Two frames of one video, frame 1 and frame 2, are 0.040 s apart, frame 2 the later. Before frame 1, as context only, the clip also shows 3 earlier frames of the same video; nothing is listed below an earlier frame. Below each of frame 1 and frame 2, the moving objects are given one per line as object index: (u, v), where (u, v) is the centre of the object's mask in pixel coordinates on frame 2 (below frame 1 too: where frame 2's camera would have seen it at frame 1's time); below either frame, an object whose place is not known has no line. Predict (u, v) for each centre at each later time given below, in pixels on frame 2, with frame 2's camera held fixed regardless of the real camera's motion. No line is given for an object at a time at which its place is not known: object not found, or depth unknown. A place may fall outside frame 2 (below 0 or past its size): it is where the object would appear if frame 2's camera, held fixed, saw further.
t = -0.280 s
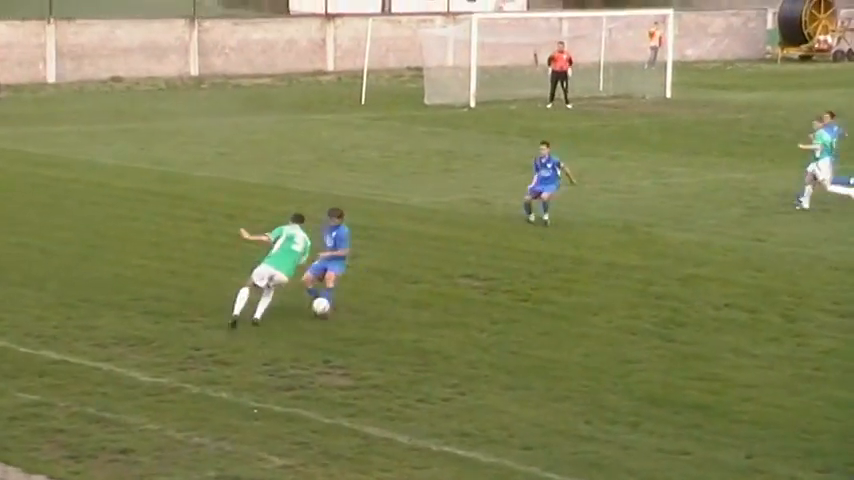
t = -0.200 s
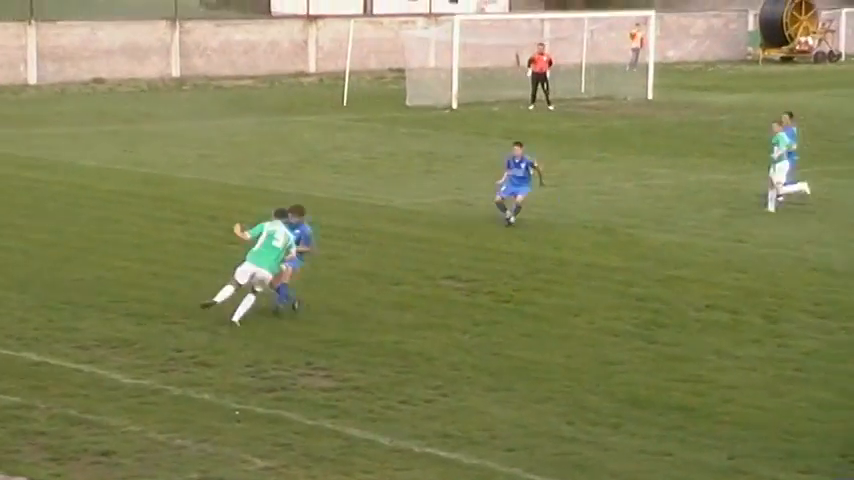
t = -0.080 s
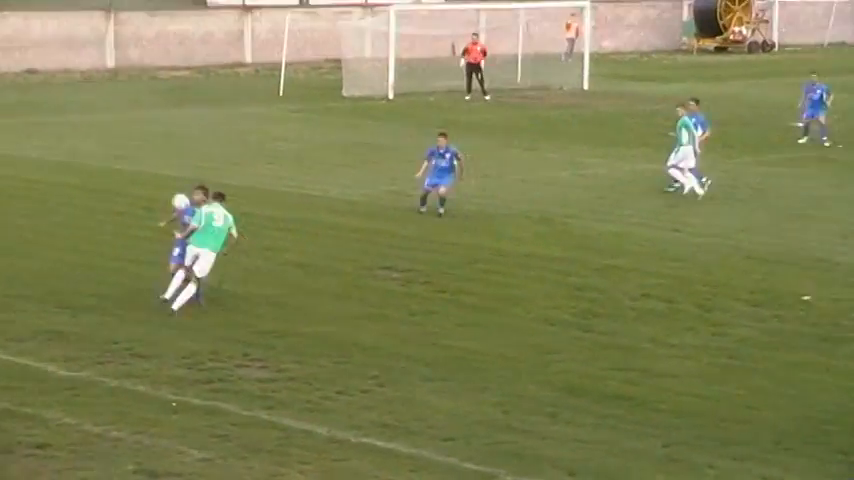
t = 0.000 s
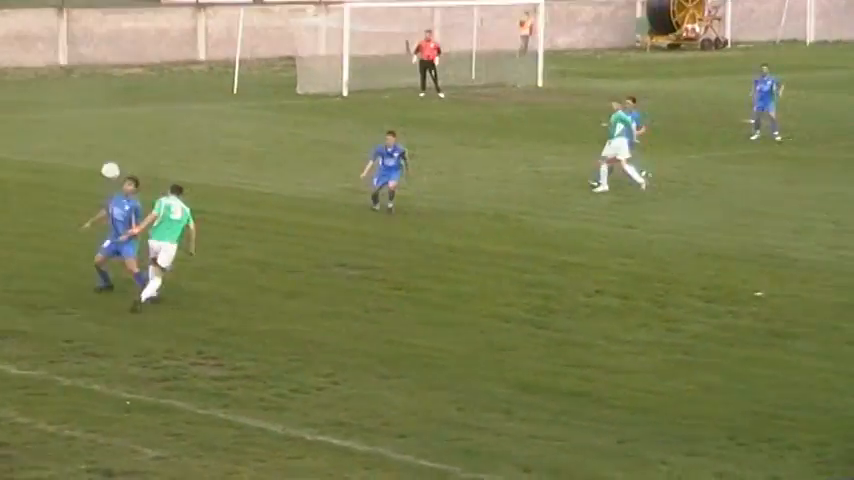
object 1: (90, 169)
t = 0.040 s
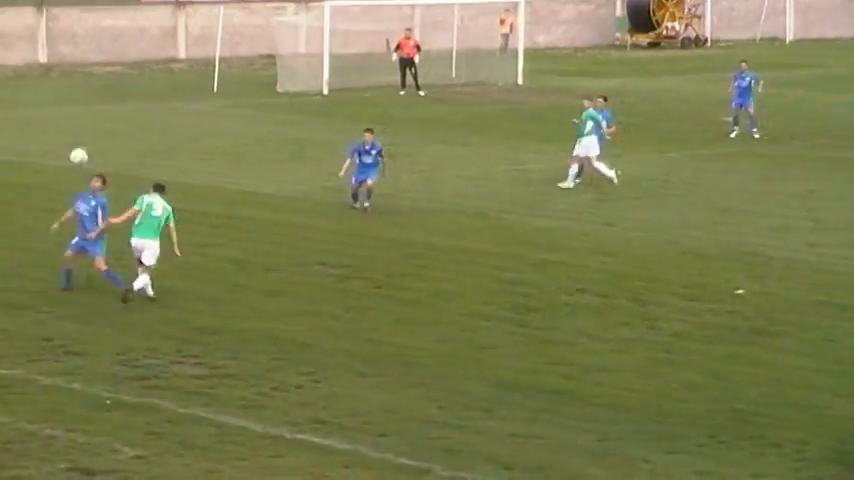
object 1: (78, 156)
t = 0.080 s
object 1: (66, 144)
